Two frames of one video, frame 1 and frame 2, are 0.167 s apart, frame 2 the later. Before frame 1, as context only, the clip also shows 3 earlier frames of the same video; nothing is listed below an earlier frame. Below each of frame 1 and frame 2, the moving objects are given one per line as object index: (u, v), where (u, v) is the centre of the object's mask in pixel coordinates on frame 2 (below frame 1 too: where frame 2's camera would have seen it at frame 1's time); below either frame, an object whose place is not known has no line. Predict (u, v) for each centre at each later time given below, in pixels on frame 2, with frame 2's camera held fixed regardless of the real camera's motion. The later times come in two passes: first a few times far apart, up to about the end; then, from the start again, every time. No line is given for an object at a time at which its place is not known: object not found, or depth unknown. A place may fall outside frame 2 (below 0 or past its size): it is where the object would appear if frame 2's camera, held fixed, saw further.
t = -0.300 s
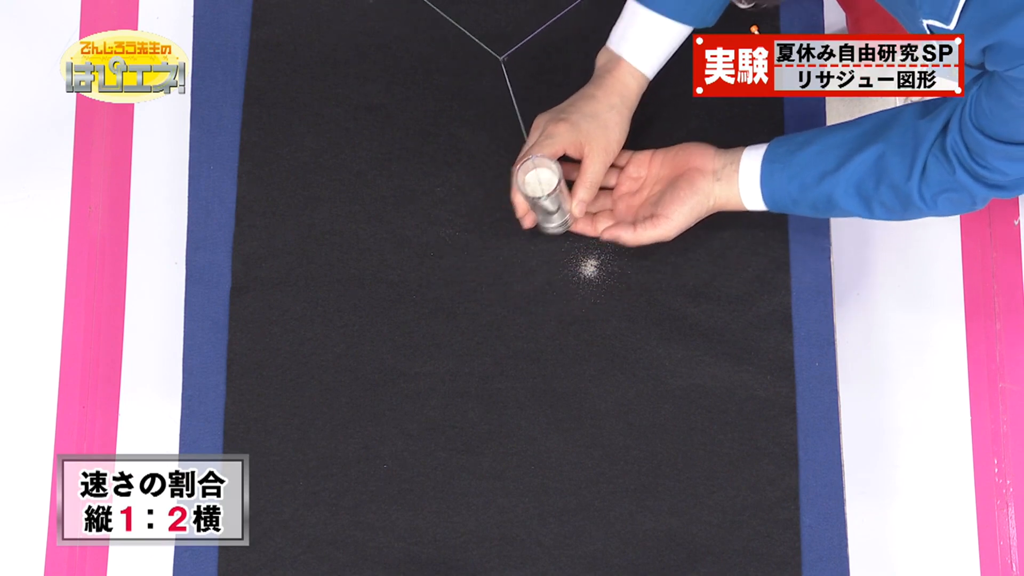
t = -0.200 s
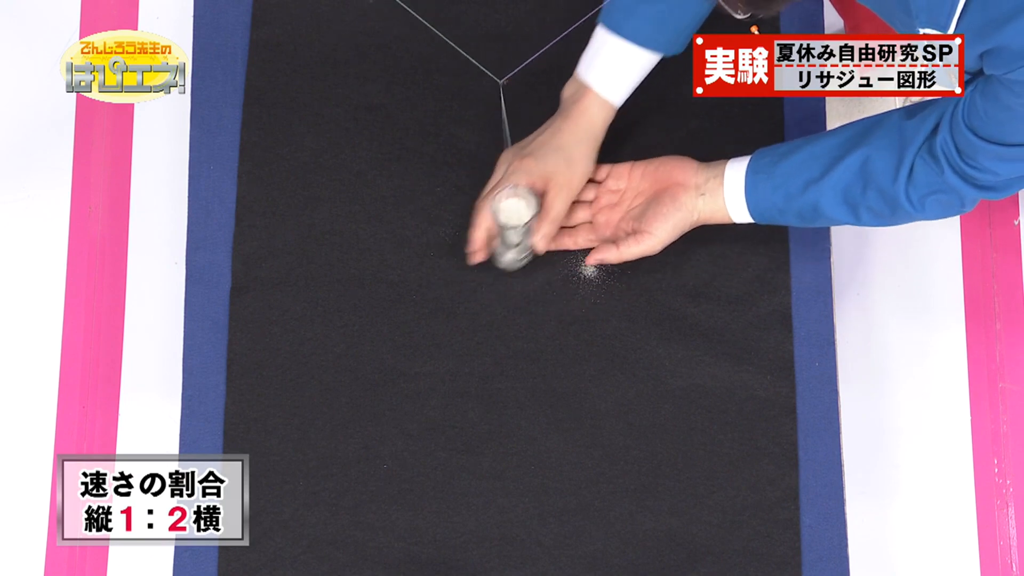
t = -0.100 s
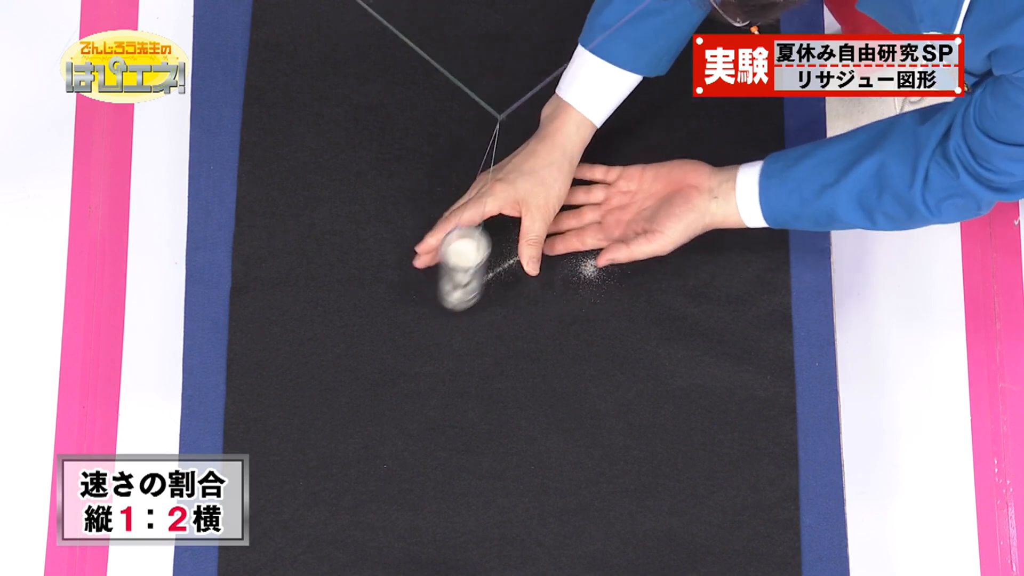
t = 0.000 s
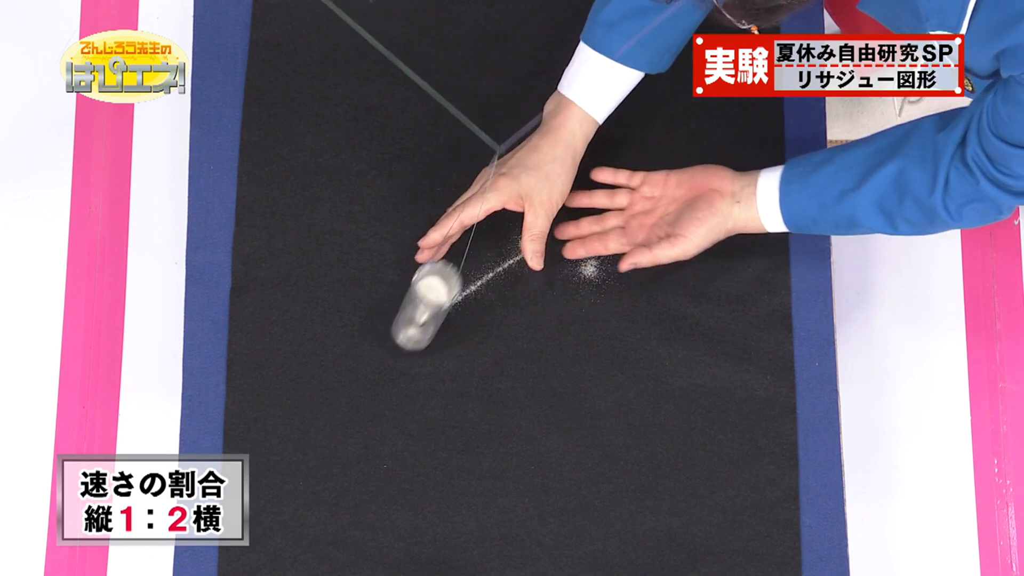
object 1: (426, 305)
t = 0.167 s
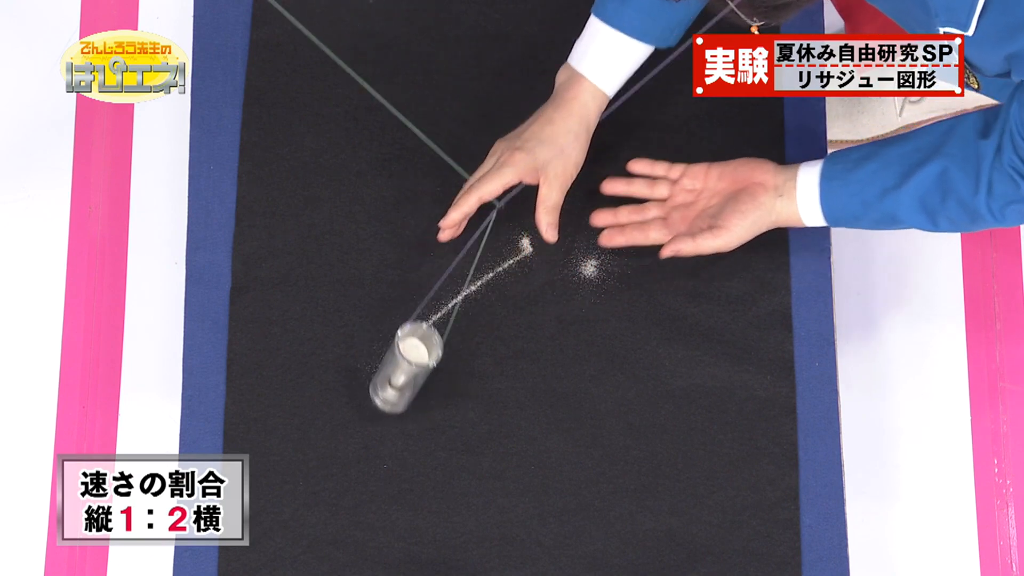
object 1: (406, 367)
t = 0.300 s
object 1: (436, 408)
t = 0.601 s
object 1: (566, 432)
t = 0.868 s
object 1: (567, 376)
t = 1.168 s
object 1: (442, 263)
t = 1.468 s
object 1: (425, 153)
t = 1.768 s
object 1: (545, 117)
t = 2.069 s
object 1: (571, 166)
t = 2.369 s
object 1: (447, 280)
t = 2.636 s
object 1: (414, 379)
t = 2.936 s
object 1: (531, 433)
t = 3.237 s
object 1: (578, 392)
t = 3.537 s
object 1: (466, 289)
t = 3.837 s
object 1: (415, 173)
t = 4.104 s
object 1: (507, 120)
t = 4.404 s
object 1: (581, 141)
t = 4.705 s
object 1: (487, 241)
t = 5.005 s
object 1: (409, 356)
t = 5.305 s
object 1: (504, 428)
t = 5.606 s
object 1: (582, 406)
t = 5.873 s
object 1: (506, 327)
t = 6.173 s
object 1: (414, 207)
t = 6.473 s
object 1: (482, 130)
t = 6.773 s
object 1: (577, 130)
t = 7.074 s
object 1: (513, 216)
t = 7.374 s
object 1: (413, 332)
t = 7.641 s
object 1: (464, 412)
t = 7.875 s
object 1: (558, 428)
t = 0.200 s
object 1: (409, 378)
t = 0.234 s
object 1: (415, 389)
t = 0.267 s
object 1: (423, 400)
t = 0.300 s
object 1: (436, 408)
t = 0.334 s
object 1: (450, 415)
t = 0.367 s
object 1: (465, 422)
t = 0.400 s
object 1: (479, 429)
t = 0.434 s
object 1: (494, 433)
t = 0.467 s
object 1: (511, 435)
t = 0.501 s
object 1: (528, 435)
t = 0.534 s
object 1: (543, 435)
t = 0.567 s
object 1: (555, 434)
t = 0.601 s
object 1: (566, 432)
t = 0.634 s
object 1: (574, 429)
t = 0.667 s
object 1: (581, 423)
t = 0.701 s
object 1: (586, 416)
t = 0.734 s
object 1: (588, 409)
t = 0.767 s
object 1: (586, 402)
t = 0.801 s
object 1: (582, 395)
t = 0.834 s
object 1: (575, 386)
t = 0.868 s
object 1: (567, 376)
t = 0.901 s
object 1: (557, 364)
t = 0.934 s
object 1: (544, 353)
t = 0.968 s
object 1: (530, 343)
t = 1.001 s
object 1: (515, 331)
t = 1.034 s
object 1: (499, 319)
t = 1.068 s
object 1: (484, 304)
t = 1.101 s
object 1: (470, 289)
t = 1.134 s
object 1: (455, 275)
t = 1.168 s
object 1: (442, 263)
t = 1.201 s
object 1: (431, 249)
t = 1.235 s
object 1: (422, 235)
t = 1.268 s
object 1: (415, 220)
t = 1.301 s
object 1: (410, 207)
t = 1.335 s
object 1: (408, 195)
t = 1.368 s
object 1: (408, 184)
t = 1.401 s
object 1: (411, 173)
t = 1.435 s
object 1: (417, 162)
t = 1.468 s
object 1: (425, 153)
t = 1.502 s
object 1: (435, 145)
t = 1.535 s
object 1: (446, 138)
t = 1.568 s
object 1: (459, 133)
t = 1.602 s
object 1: (473, 127)
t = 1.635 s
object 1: (488, 122)
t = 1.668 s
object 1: (504, 119)
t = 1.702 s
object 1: (518, 116)
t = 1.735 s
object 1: (532, 116)
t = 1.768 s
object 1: (545, 117)
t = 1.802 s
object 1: (557, 117)
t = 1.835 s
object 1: (567, 118)
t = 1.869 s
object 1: (576, 121)
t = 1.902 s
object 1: (581, 126)
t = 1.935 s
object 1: (583, 133)
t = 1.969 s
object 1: (583, 140)
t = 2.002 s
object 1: (582, 148)
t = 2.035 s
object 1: (578, 156)
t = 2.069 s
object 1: (571, 166)
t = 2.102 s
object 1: (561, 177)
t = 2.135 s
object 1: (549, 190)
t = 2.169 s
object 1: (536, 202)
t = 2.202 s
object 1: (522, 214)
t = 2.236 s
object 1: (507, 227)
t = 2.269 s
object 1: (491, 240)
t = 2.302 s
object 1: (475, 253)
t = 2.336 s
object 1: (460, 267)
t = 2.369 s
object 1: (447, 280)
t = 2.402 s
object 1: (435, 292)
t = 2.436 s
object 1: (425, 305)
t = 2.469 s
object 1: (416, 318)
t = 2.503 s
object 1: (409, 332)
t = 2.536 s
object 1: (406, 344)
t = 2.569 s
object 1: (407, 355)
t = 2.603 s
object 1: (409, 367)
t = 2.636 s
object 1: (414, 379)
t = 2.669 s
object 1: (420, 389)
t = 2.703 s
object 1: (429, 399)
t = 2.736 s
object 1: (442, 407)
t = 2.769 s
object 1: (456, 414)
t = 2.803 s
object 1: (470, 421)
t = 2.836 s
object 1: (484, 426)
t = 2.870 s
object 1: (500, 430)
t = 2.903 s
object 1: (516, 432)
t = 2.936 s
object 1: (531, 433)
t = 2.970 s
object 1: (545, 433)
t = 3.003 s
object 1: (557, 433)
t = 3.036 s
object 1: (566, 429)
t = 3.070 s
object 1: (575, 425)
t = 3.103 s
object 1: (581, 420)
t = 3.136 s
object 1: (585, 414)
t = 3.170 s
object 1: (585, 408)
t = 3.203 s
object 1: (582, 401)
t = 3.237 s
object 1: (578, 392)
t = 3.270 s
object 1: (572, 383)
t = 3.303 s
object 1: (563, 373)
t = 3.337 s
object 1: (552, 363)
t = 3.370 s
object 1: (538, 352)
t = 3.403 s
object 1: (525, 341)
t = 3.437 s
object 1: (511, 329)
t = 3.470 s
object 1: (497, 317)
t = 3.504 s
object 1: (481, 303)
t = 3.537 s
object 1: (466, 289)
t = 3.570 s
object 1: (452, 275)
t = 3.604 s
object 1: (441, 261)
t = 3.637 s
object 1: (431, 247)
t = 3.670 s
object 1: (422, 233)
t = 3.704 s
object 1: (415, 220)
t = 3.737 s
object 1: (412, 207)
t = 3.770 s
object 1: (411, 195)
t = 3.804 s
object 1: (412, 184)
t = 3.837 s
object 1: (415, 173)
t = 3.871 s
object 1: (421, 163)
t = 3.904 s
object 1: (429, 154)
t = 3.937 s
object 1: (439, 146)
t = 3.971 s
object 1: (452, 139)
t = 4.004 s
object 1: (465, 133)
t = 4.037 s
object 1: (478, 128)
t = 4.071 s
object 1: (492, 124)
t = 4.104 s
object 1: (507, 120)
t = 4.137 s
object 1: (522, 118)
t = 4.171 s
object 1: (536, 117)
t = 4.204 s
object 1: (547, 117)
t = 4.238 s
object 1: (558, 118)
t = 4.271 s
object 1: (567, 120)
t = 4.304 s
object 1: (575, 123)
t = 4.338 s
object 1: (580, 128)
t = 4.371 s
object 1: (581, 134)
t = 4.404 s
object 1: (581, 141)
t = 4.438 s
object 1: (579, 149)
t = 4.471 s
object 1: (574, 158)
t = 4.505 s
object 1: (566, 168)
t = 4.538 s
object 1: (556, 179)
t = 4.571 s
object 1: (544, 191)
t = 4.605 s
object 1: (532, 203)
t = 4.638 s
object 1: (518, 215)
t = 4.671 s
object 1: (503, 228)
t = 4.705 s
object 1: (487, 241)
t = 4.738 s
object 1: (472, 254)
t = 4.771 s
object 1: (458, 266)
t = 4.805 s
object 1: (445, 280)
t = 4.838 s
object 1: (434, 293)
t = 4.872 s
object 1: (424, 306)
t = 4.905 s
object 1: (416, 319)
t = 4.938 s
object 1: (411, 332)
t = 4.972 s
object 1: (409, 344)
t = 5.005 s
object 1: (409, 356)
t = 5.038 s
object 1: (412, 367)
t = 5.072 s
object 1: (417, 378)
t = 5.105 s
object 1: (425, 388)
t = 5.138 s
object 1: (435, 397)
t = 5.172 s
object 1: (447, 406)
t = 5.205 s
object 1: (459, 414)
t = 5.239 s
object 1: (474, 420)
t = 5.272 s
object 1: (489, 425)
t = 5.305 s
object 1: (504, 428)
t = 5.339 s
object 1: (519, 430)
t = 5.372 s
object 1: (533, 432)
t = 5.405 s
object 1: (546, 432)
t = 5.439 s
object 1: (557, 430)
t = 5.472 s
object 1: (567, 427)
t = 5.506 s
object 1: (574, 423)
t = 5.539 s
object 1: (579, 418)
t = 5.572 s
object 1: (582, 413)
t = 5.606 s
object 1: (582, 406)
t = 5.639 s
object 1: (580, 398)
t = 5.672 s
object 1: (575, 390)
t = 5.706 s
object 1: (567, 382)
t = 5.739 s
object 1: (558, 372)
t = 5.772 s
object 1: (547, 362)
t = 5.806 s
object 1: (535, 352)
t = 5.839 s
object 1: (521, 339)
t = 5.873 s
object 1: (506, 327)
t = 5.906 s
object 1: (492, 316)
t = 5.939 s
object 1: (477, 301)
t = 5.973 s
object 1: (463, 287)
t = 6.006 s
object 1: (451, 273)
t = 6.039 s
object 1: (440, 260)
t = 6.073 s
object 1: (430, 247)
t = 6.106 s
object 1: (422, 233)
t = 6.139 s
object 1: (417, 220)
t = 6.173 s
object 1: (414, 207)
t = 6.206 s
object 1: (413, 195)
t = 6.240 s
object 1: (415, 184)
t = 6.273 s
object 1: (418, 174)
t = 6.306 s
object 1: (425, 164)
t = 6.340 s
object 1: (433, 155)
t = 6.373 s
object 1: (444, 147)
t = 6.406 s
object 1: (455, 141)
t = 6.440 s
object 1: (468, 135)
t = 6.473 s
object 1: (482, 130)
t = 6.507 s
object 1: (496, 125)
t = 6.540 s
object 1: (510, 122)
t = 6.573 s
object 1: (524, 120)
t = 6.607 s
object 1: (537, 119)
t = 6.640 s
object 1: (549, 119)
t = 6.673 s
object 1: (559, 120)
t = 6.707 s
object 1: (567, 122)
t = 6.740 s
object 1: (574, 126)
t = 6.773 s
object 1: (577, 130)
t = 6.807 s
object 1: (579, 136)
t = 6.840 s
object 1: (579, 143)
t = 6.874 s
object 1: (575, 151)
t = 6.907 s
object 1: (569, 160)
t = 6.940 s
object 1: (562, 170)
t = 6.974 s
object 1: (551, 181)
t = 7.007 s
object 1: (540, 192)
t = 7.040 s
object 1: (527, 204)
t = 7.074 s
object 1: (513, 216)
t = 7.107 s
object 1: (499, 229)
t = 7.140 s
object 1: (484, 242)
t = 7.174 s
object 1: (470, 255)
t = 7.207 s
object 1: (457, 267)
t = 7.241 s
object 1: (444, 280)
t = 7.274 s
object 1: (433, 293)
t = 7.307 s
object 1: (424, 307)
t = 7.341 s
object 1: (417, 319)
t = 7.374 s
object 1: (413, 332)
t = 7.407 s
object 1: (411, 344)
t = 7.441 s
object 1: (412, 355)
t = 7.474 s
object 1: (416, 367)
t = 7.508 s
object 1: (421, 377)
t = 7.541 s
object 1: (429, 387)
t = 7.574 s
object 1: (439, 397)
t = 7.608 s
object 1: (450, 405)
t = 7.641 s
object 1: (464, 412)
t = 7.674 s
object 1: (478, 418)
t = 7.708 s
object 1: (492, 423)
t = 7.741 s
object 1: (507, 426)
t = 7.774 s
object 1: (521, 429)
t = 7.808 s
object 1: (535, 430)
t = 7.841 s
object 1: (547, 430)
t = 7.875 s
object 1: (558, 428)
